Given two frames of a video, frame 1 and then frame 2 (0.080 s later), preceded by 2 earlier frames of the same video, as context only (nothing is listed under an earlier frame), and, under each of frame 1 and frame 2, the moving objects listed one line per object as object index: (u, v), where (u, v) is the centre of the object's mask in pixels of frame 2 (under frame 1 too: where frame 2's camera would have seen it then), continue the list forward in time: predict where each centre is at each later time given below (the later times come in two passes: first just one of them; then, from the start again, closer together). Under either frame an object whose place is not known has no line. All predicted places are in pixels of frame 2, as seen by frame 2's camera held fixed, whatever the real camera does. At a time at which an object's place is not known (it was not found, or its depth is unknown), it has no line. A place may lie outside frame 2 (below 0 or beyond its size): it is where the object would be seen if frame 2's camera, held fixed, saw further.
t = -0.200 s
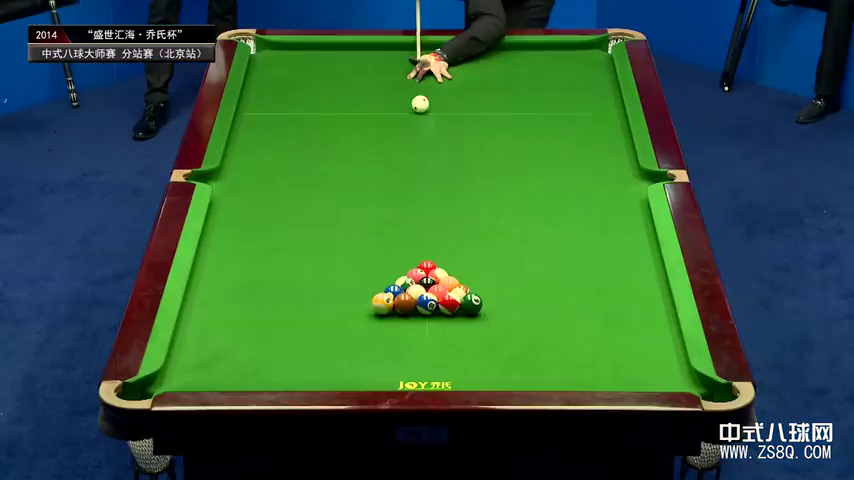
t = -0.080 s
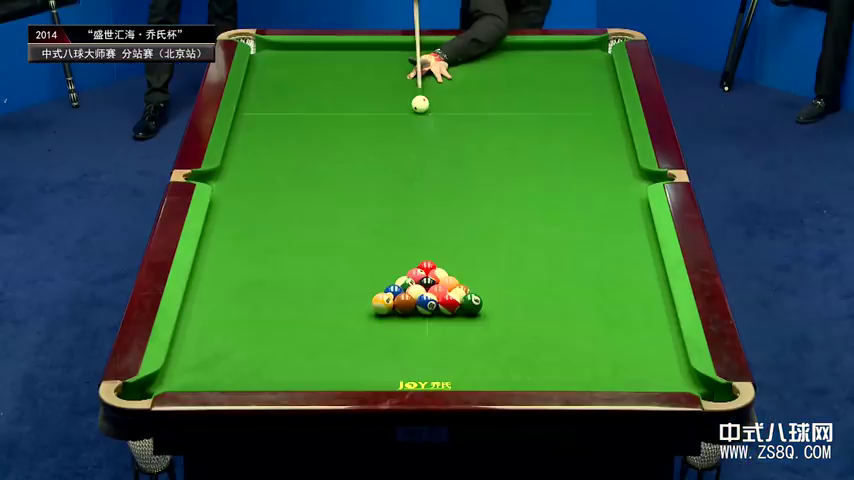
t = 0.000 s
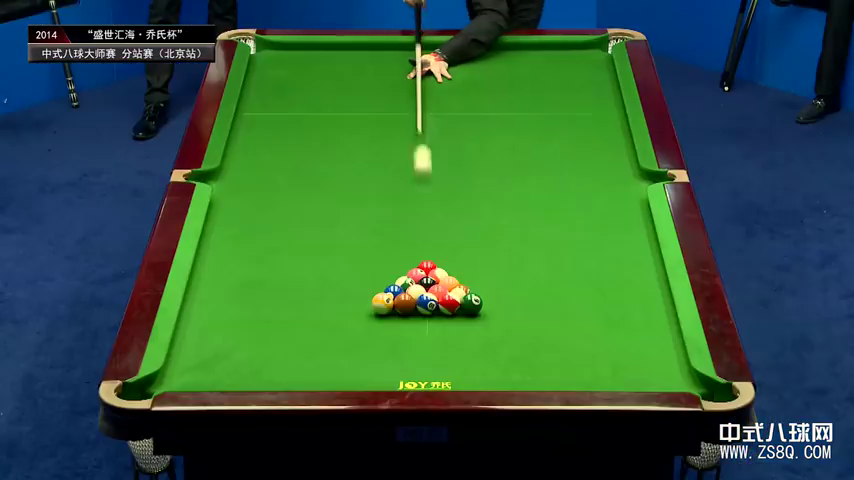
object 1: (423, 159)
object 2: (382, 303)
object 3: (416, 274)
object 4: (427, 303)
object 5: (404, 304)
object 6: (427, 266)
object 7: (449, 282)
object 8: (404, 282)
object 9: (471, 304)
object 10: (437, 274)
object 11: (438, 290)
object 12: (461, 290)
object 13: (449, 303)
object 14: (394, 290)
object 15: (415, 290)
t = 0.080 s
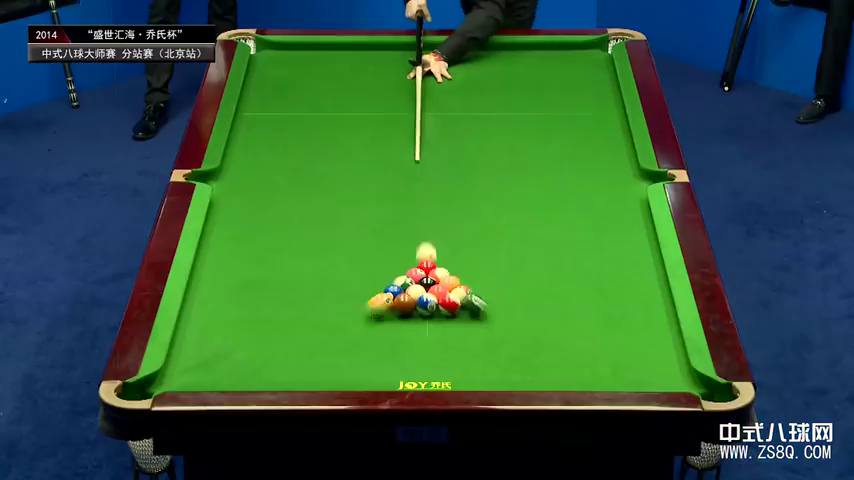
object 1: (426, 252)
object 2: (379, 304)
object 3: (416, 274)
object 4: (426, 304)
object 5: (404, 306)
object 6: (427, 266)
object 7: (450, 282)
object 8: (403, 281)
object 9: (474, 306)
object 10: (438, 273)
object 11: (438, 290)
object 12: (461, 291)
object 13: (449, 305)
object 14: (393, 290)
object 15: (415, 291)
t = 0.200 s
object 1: (426, 205)
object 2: (279, 371)
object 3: (396, 269)
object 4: (425, 339)
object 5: (391, 345)
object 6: (425, 242)
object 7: (479, 277)
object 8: (376, 278)
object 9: (580, 373)
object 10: (462, 266)
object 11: (444, 299)
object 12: (494, 296)
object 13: (455, 343)
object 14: (364, 297)
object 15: (410, 298)
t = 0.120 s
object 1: (426, 234)
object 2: (347, 326)
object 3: (409, 274)
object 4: (426, 316)
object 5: (400, 319)
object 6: (426, 255)
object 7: (459, 282)
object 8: (394, 283)
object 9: (509, 330)
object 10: (446, 272)
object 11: (440, 296)
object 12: (472, 296)
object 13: (451, 317)
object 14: (382, 296)
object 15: (413, 296)
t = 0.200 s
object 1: (426, 205)
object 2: (279, 371)
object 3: (396, 269)
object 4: (425, 339)
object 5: (391, 345)
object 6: (425, 242)
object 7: (479, 277)
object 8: (376, 278)
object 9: (580, 373)
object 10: (462, 266)
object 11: (444, 299)
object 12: (494, 296)
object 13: (455, 343)
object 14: (364, 297)
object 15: (410, 298)
